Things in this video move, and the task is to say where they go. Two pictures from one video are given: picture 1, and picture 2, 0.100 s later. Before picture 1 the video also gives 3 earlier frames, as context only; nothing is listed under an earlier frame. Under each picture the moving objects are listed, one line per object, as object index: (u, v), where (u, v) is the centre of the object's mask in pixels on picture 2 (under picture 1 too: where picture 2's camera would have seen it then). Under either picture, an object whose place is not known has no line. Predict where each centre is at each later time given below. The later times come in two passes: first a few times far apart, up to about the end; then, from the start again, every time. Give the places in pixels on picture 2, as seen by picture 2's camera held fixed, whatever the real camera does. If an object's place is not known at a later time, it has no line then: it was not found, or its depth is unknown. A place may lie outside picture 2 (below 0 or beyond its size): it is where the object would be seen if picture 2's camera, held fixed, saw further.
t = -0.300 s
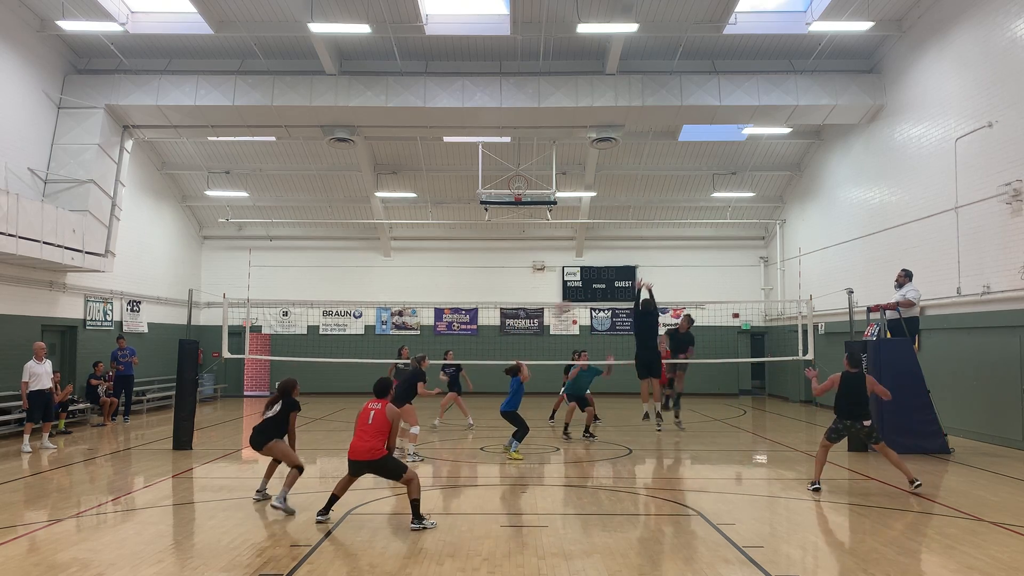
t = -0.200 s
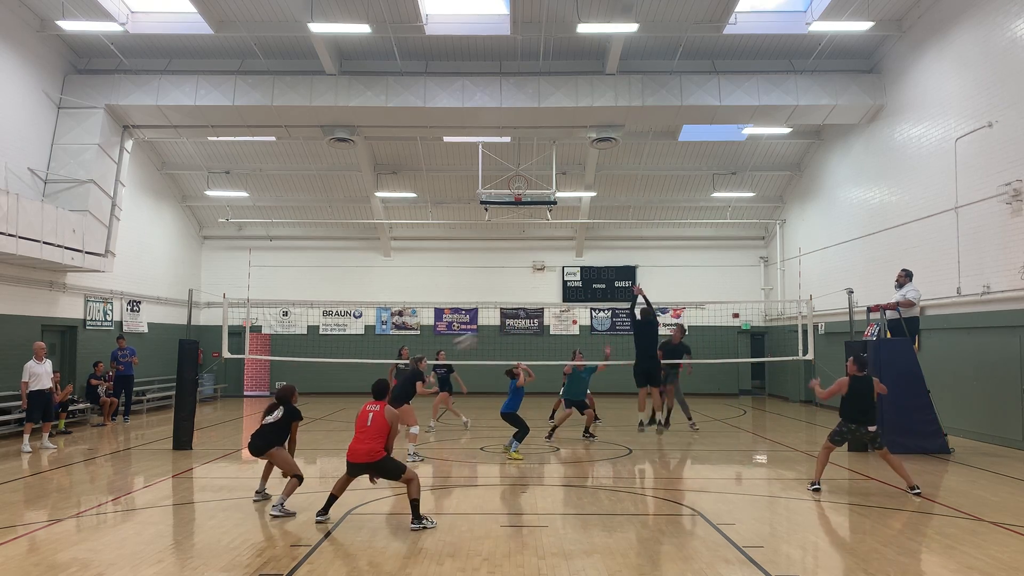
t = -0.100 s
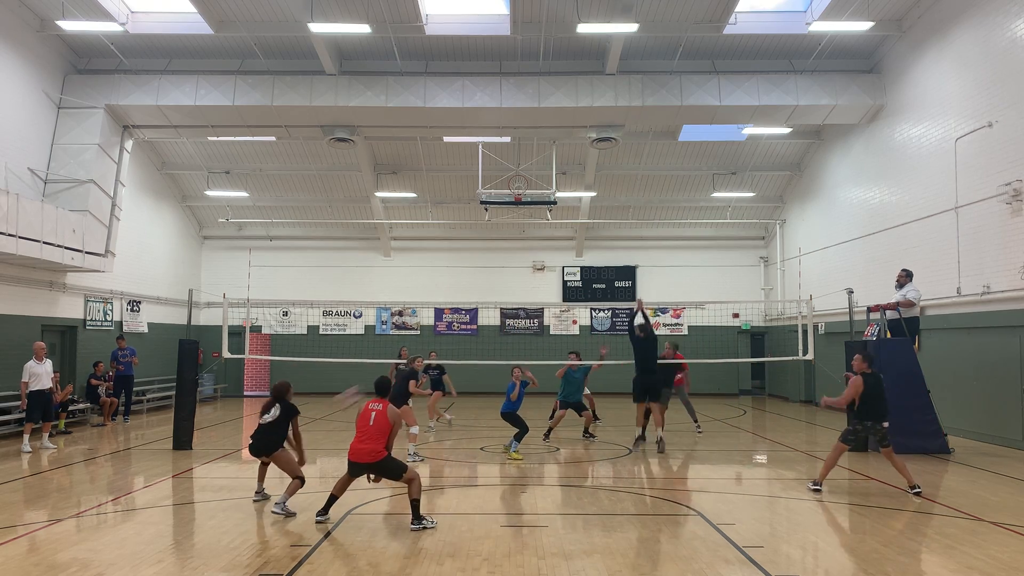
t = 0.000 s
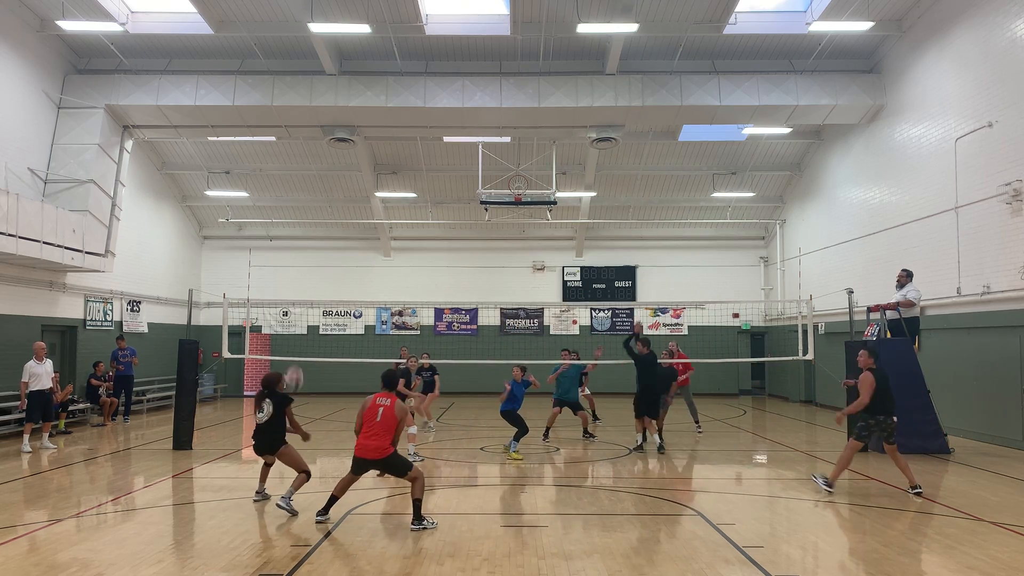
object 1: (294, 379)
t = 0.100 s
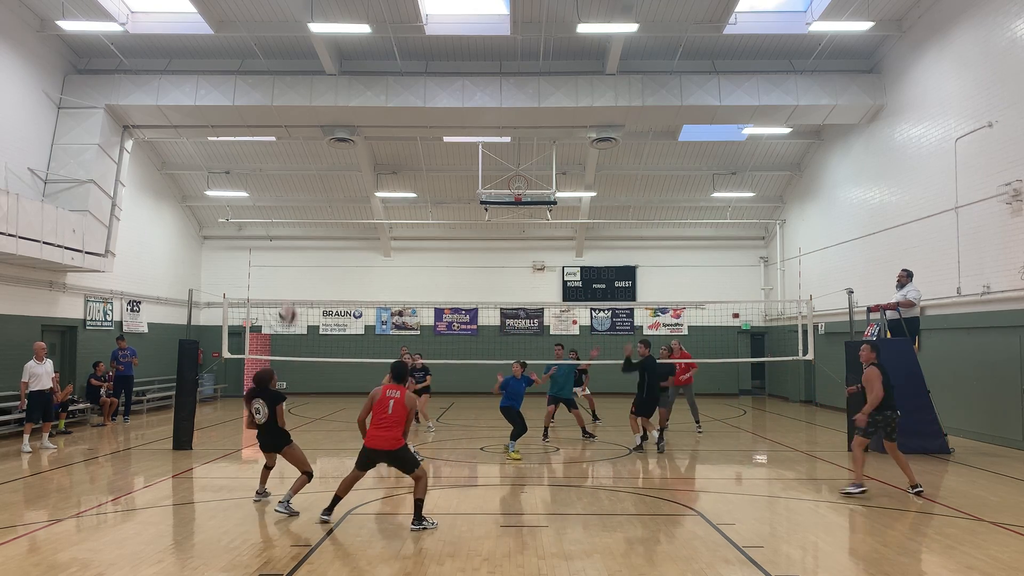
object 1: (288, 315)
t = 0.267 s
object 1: (276, 235)
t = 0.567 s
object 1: (253, 158)
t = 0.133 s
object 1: (286, 295)
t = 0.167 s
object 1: (284, 280)
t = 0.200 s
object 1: (281, 264)
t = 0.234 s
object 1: (279, 248)
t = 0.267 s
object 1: (276, 235)
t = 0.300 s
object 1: (273, 221)
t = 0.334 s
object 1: (270, 210)
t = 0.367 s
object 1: (268, 200)
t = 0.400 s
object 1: (266, 190)
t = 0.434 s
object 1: (263, 181)
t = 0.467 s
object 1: (260, 175)
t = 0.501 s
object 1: (258, 167)
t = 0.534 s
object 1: (256, 162)
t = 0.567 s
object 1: (253, 158)
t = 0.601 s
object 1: (250, 153)
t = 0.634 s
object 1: (248, 151)
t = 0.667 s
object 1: (245, 149)
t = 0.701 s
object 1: (243, 148)
